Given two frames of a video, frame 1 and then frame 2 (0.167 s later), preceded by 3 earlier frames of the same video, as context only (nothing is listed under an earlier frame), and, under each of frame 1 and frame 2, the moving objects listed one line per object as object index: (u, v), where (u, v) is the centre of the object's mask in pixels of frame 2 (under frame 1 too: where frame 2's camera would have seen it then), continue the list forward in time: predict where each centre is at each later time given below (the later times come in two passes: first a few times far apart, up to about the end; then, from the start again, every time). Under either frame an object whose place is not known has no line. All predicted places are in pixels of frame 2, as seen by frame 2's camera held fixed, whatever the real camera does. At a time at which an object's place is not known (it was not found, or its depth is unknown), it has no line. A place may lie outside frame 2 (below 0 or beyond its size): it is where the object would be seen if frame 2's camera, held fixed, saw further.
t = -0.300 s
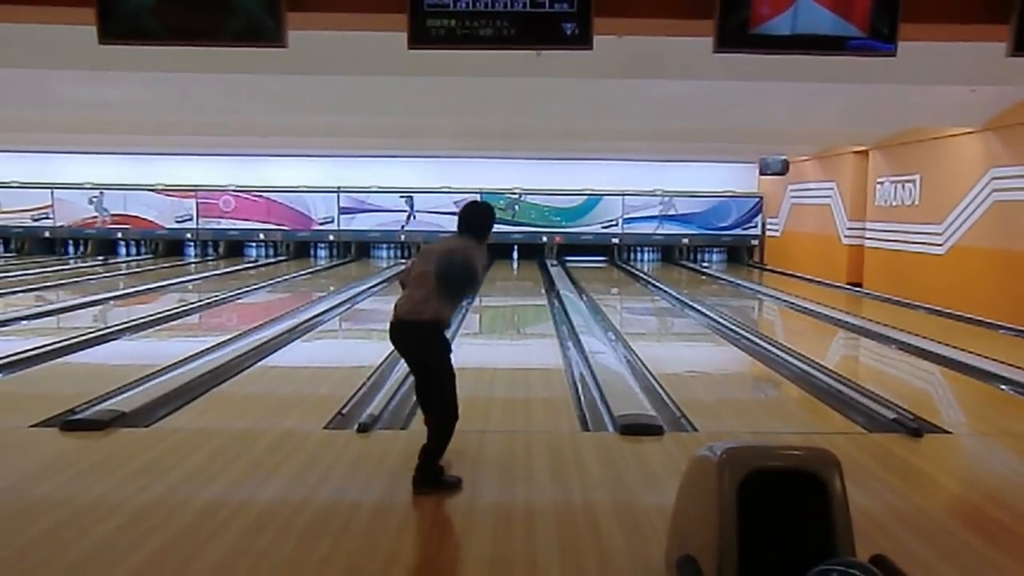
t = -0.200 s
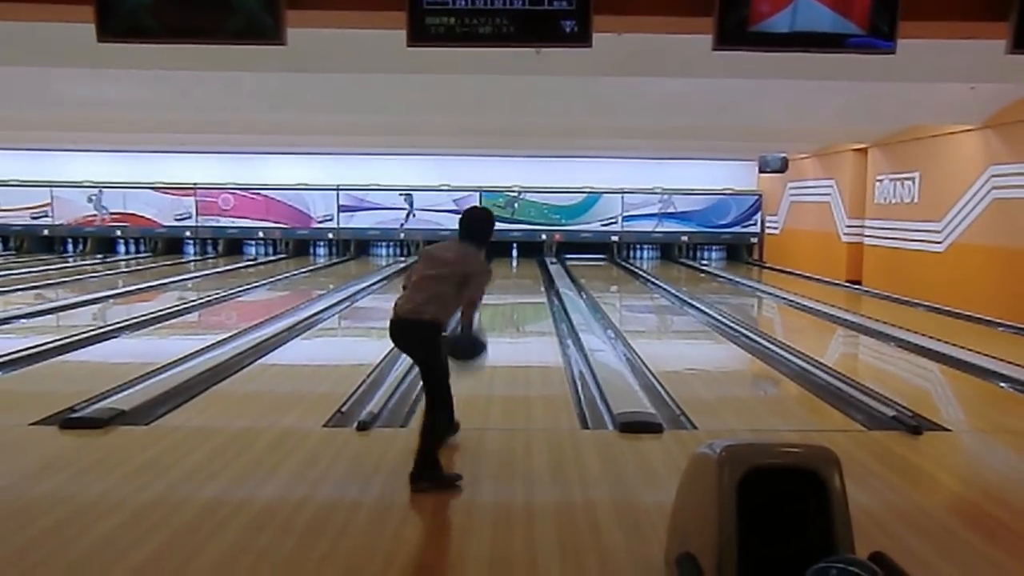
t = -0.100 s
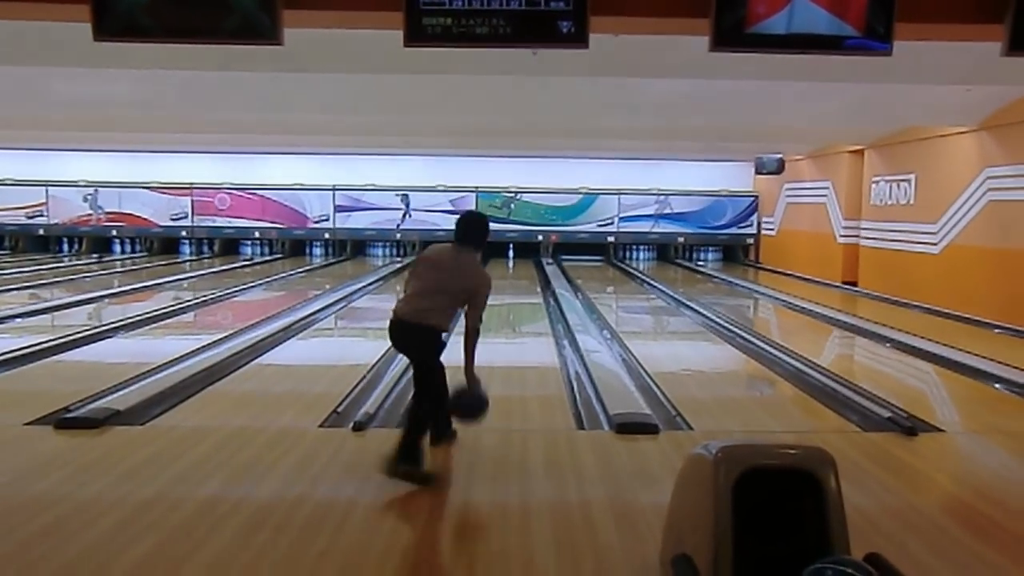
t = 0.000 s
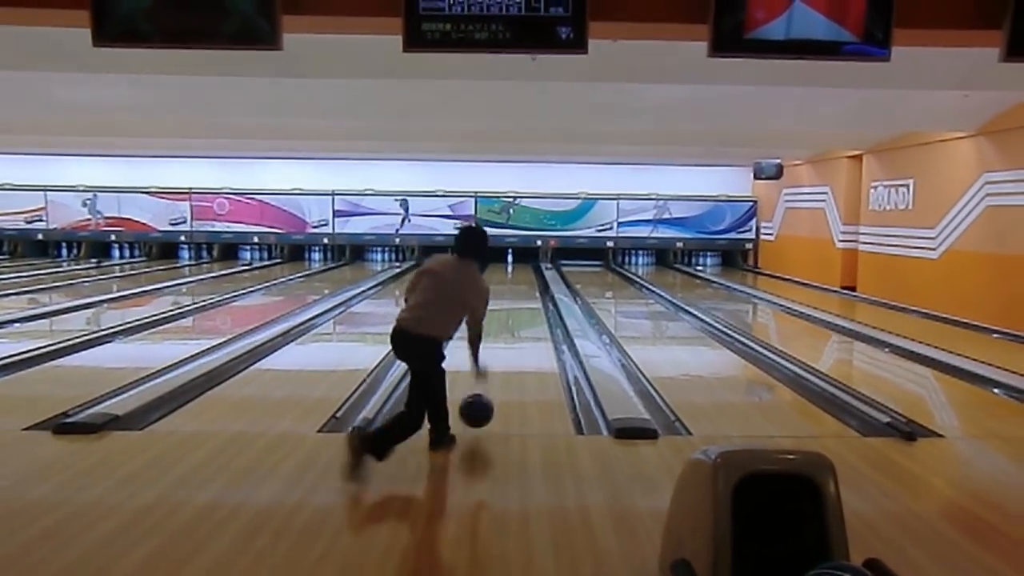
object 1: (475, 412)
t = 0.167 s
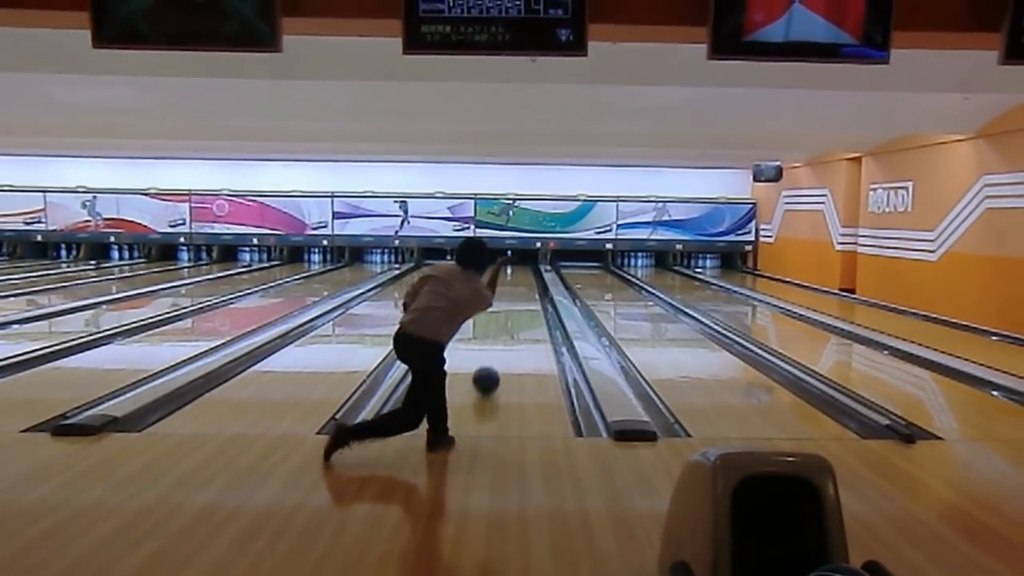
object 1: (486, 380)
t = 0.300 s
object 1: (492, 357)
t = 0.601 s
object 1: (501, 325)
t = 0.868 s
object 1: (507, 303)
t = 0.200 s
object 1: (487, 374)
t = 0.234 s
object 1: (489, 368)
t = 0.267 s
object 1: (490, 362)
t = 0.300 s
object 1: (492, 357)
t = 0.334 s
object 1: (493, 353)
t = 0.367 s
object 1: (494, 348)
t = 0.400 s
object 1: (495, 344)
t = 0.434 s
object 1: (496, 341)
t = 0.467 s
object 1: (498, 337)
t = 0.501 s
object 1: (498, 334)
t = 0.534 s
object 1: (499, 330)
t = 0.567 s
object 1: (500, 328)
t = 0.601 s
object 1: (501, 325)
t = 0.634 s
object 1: (501, 322)
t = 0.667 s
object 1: (502, 319)
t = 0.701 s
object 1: (503, 317)
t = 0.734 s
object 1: (504, 314)
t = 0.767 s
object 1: (504, 312)
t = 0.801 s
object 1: (505, 310)
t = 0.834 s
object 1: (507, 309)
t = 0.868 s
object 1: (507, 303)
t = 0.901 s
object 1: (506, 303)
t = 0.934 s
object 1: (506, 302)
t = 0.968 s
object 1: (506, 300)
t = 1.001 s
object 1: (506, 299)
